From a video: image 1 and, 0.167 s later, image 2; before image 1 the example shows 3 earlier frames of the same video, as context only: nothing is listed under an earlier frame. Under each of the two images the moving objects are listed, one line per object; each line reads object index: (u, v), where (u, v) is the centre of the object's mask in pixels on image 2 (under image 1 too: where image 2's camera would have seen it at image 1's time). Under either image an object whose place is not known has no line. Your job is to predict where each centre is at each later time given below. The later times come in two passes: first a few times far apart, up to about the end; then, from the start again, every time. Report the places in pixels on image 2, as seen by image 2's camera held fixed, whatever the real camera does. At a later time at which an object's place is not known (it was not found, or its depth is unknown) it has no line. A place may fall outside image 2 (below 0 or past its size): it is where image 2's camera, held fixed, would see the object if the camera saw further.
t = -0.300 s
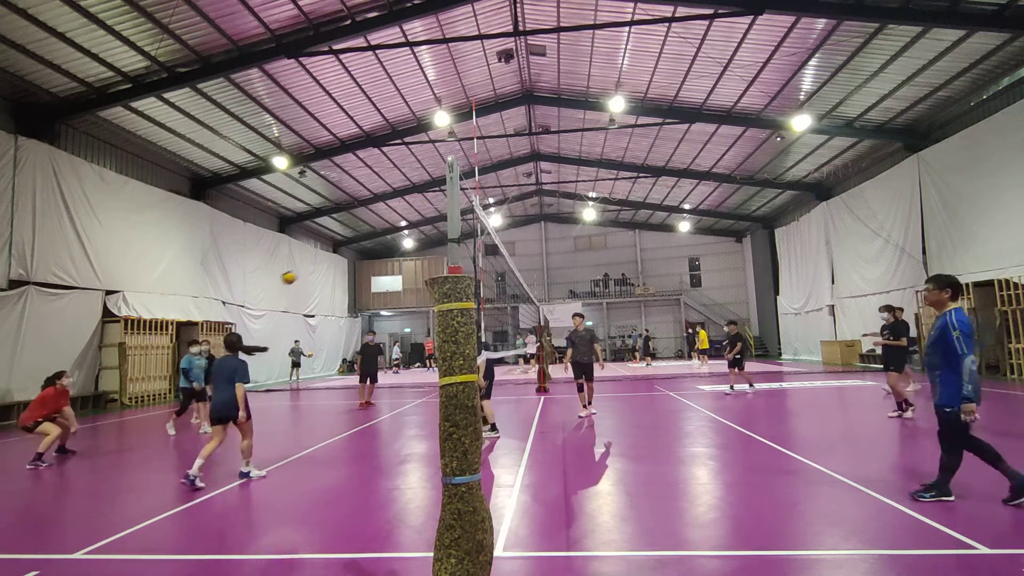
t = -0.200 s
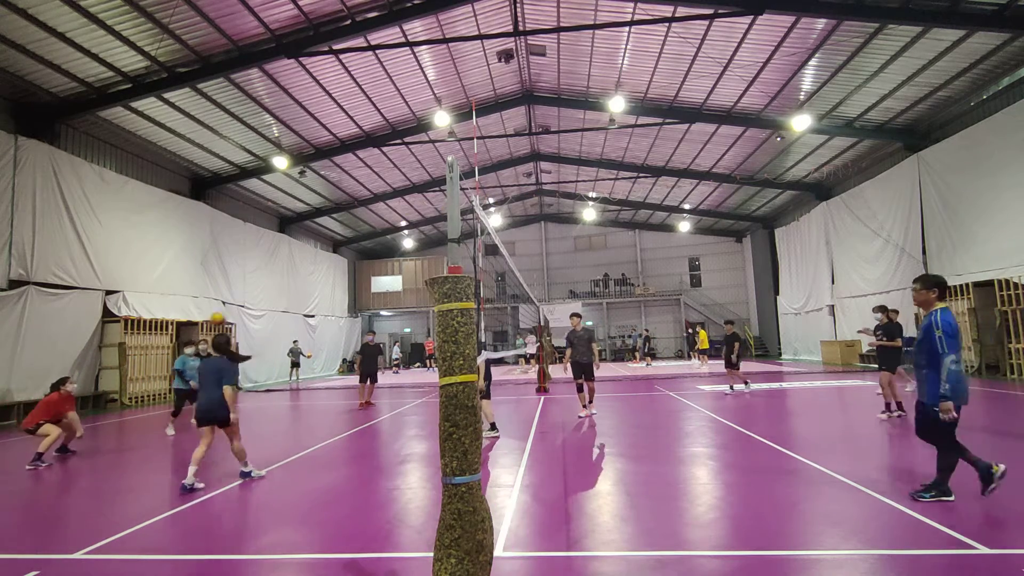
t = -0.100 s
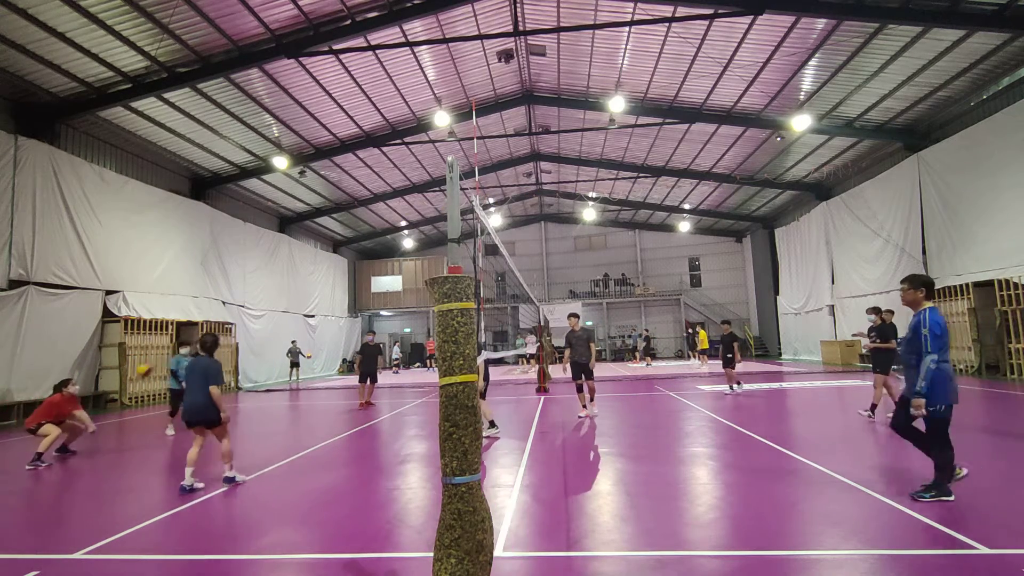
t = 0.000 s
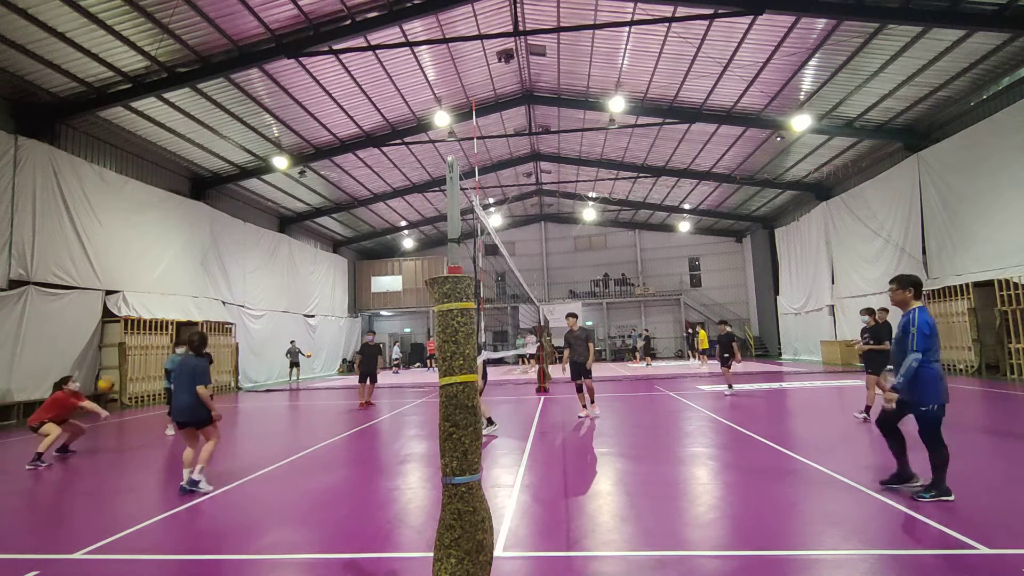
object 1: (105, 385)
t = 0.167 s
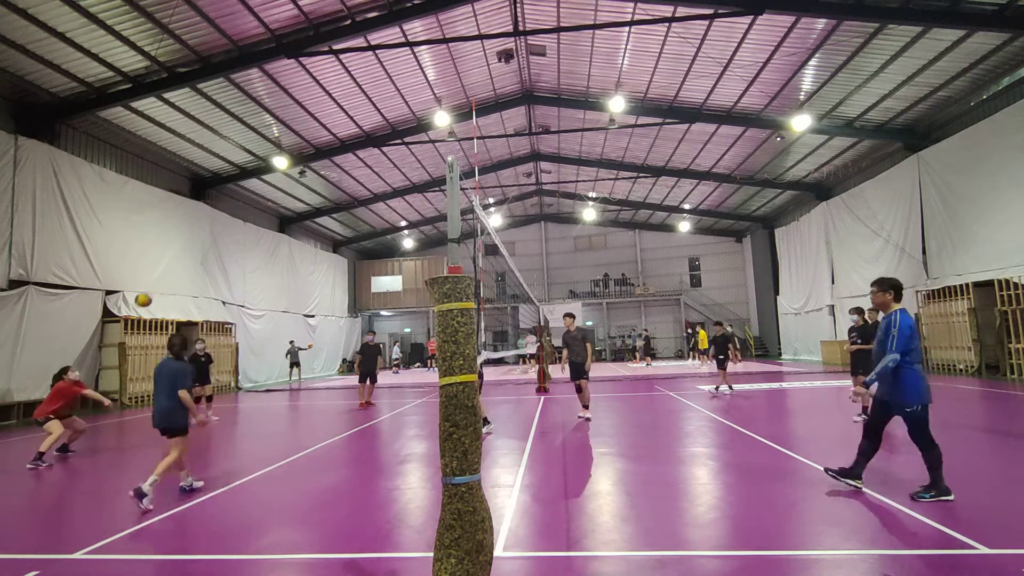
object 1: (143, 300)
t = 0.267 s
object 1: (163, 260)
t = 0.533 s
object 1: (214, 190)
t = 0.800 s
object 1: (261, 168)
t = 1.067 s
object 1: (308, 191)
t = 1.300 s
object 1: (347, 249)
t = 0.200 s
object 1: (150, 286)
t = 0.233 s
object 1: (157, 273)
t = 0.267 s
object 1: (163, 260)
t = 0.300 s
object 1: (170, 249)
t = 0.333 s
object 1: (177, 238)
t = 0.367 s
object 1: (183, 229)
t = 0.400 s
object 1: (190, 220)
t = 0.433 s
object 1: (196, 211)
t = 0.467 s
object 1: (203, 203)
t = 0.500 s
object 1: (208, 196)
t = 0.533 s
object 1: (214, 190)
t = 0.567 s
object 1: (220, 185)
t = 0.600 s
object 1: (226, 180)
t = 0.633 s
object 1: (232, 177)
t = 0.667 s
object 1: (238, 174)
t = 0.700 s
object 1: (244, 172)
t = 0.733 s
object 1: (250, 170)
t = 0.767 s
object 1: (257, 168)
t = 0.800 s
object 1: (261, 168)
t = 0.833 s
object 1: (267, 168)
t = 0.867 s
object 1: (272, 170)
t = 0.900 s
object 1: (279, 173)
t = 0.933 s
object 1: (285, 175)
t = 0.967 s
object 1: (291, 178)
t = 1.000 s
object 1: (297, 182)
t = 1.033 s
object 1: (301, 186)
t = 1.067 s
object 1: (308, 191)
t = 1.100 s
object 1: (313, 197)
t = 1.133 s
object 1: (319, 204)
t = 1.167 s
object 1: (324, 211)
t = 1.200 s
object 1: (330, 220)
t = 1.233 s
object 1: (335, 229)
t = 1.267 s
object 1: (341, 239)
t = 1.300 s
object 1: (347, 249)
